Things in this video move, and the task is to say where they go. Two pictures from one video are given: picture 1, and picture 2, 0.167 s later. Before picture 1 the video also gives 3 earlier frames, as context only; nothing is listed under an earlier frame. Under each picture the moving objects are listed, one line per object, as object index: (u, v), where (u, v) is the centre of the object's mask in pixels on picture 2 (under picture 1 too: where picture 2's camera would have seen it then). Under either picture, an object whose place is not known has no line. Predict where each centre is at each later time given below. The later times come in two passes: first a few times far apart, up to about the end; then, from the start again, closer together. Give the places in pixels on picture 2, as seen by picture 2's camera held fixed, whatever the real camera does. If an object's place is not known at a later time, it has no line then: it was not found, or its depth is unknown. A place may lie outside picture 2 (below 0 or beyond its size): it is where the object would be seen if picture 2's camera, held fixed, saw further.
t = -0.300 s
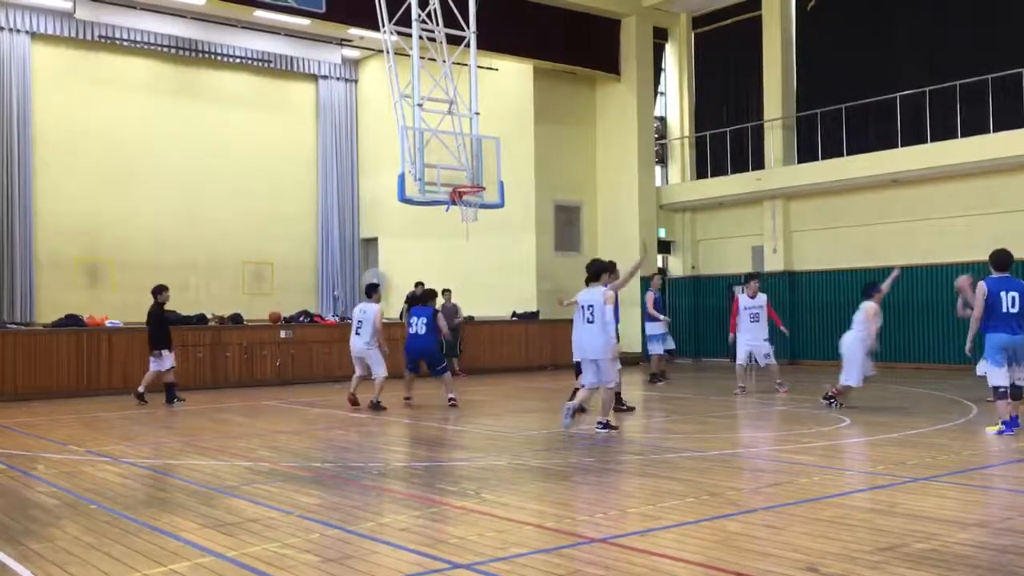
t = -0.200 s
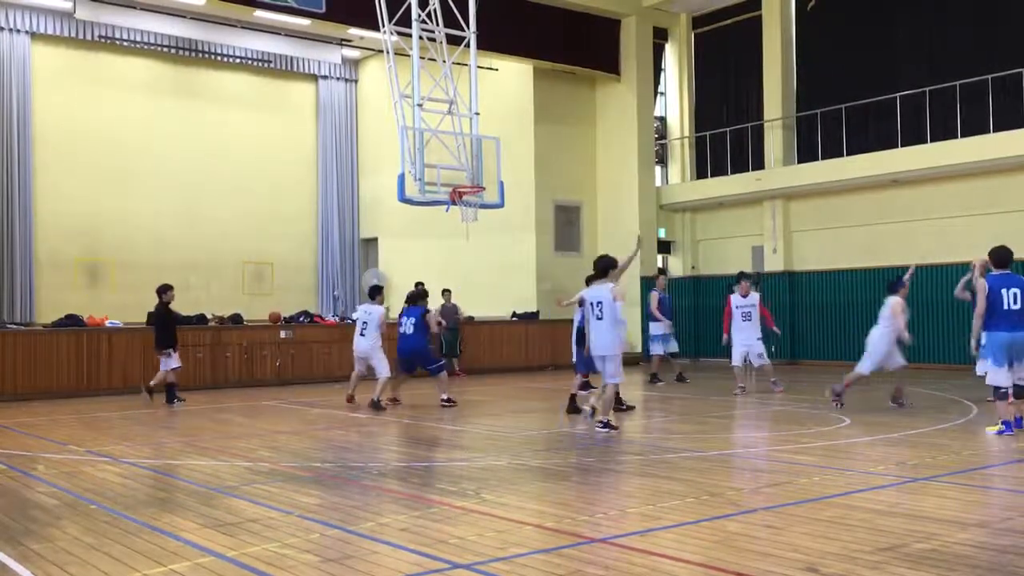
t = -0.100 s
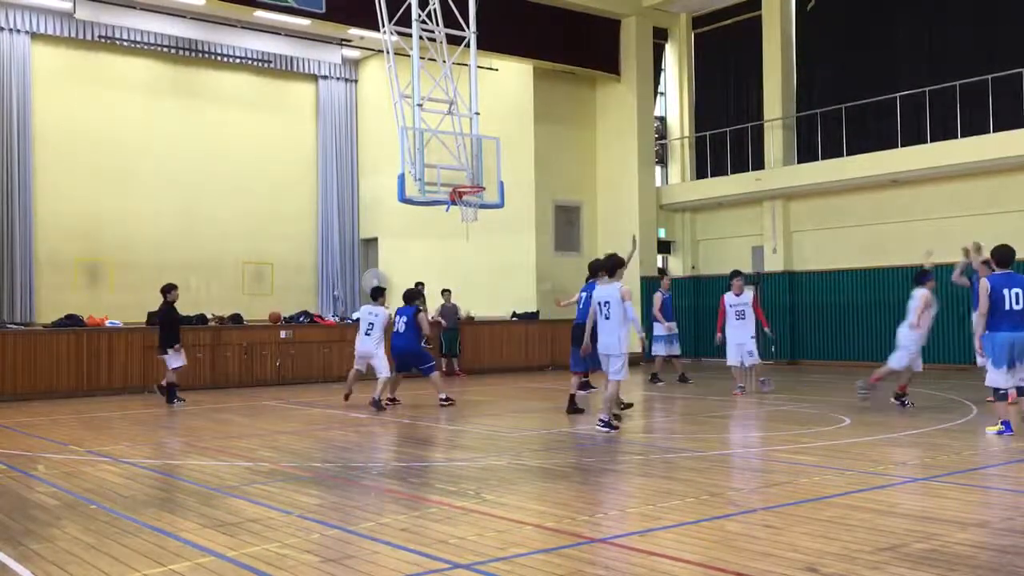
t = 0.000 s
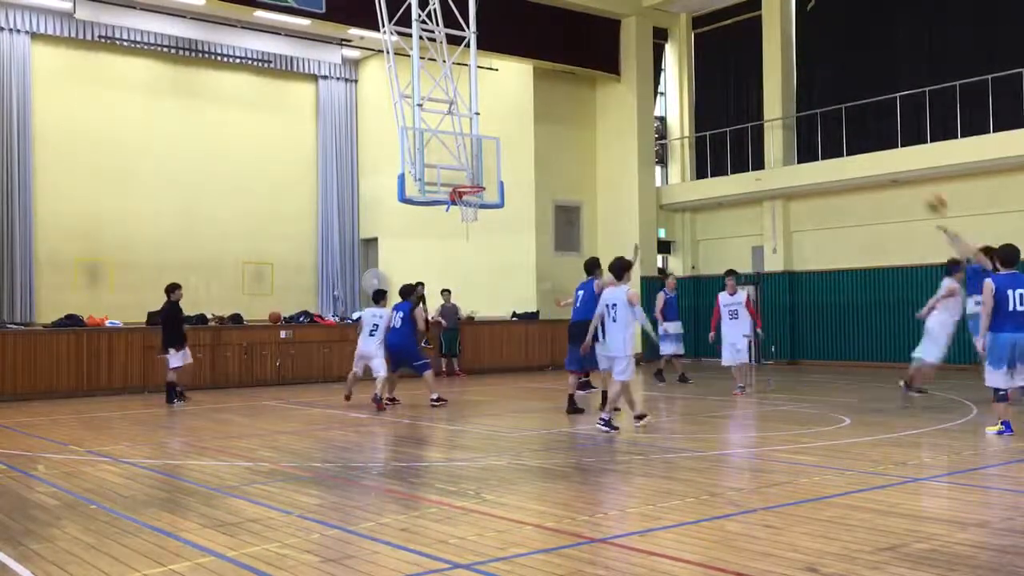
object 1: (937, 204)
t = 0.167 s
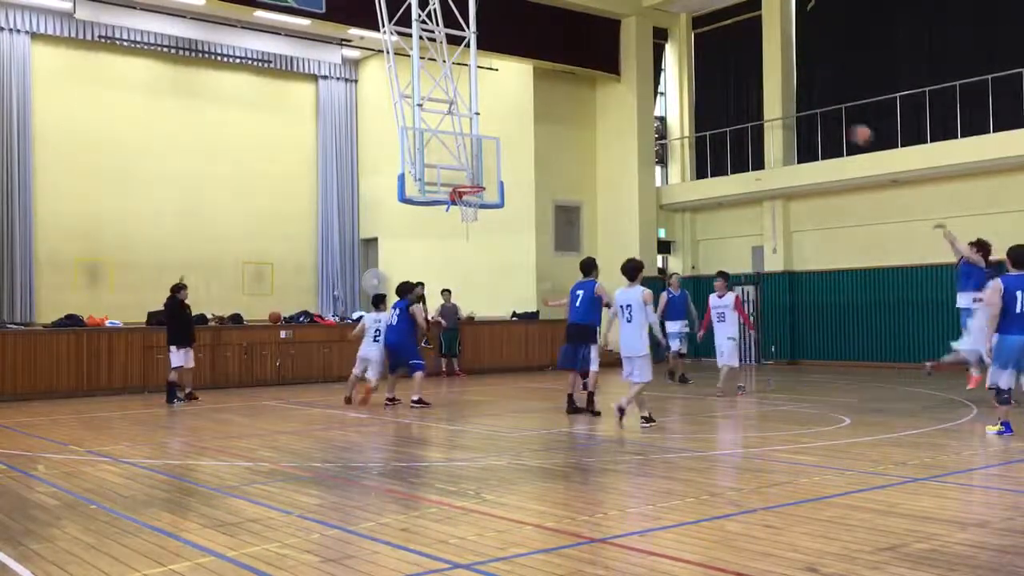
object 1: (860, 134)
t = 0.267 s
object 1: (818, 105)
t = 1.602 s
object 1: (496, 173)
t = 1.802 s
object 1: (526, 187)
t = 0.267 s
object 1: (818, 105)
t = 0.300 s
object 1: (805, 96)
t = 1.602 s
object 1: (496, 173)
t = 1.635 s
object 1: (501, 173)
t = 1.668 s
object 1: (506, 175)
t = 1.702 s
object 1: (510, 176)
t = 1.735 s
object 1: (516, 179)
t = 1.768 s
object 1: (520, 182)
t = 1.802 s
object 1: (526, 187)
